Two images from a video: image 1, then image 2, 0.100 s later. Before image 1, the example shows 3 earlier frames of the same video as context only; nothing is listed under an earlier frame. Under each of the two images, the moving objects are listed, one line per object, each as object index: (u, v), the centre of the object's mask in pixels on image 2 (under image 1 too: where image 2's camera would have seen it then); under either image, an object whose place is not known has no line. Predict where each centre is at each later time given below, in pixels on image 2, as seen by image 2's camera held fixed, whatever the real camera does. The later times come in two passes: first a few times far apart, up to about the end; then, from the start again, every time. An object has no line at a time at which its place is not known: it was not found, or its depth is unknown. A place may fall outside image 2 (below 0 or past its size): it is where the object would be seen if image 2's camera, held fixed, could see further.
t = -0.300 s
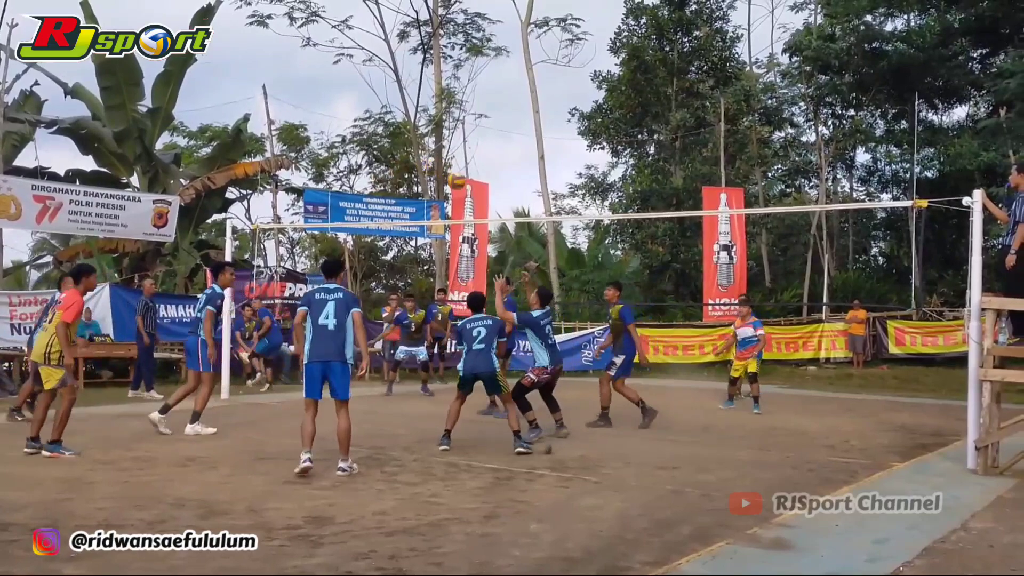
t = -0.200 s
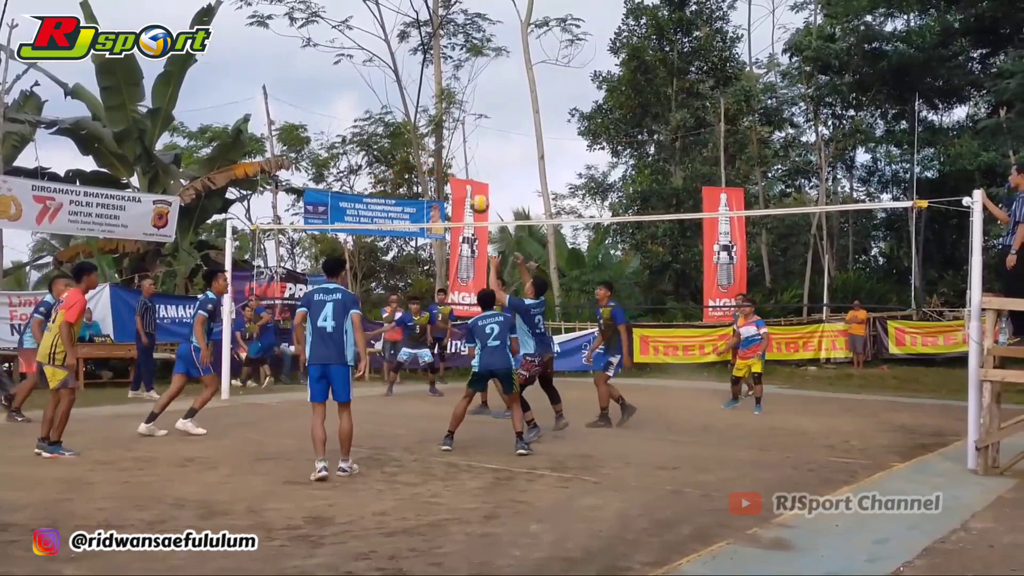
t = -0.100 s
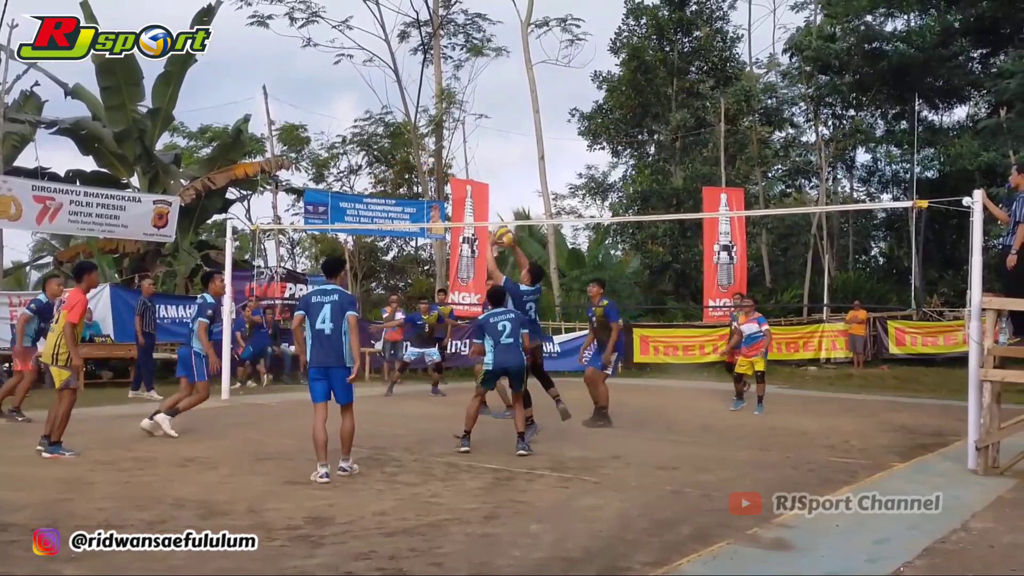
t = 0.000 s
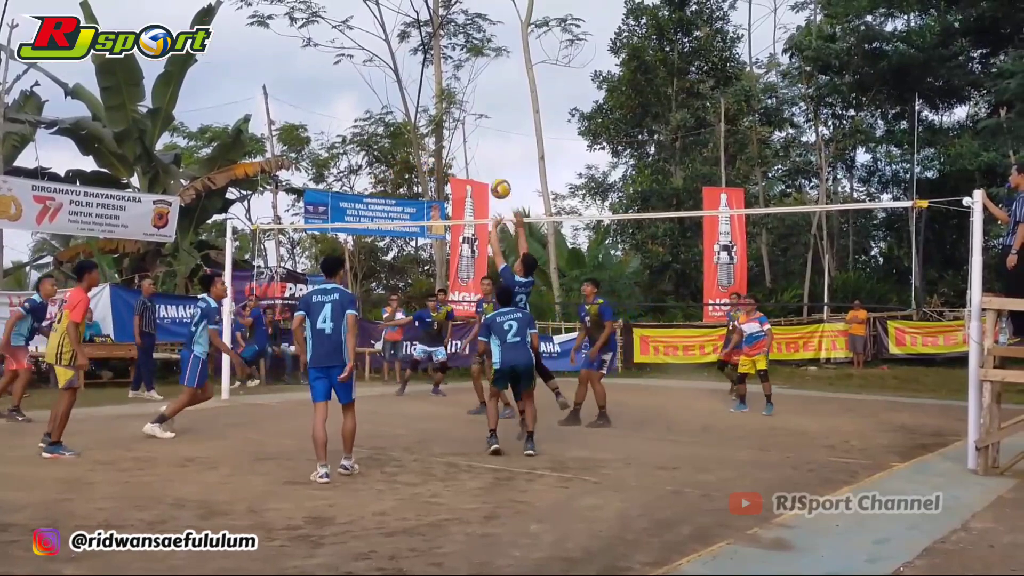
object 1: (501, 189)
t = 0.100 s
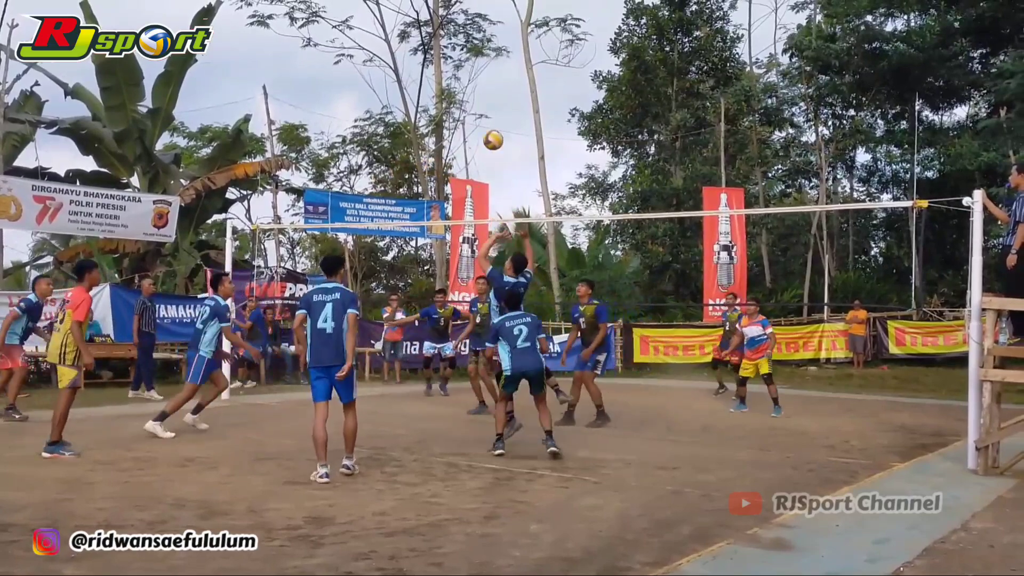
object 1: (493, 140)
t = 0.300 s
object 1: (480, 73)
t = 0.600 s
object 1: (459, 45)
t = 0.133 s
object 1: (492, 126)
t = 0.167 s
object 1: (489, 113)
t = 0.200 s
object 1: (488, 101)
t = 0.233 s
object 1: (485, 91)
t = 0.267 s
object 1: (483, 81)
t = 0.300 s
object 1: (480, 73)
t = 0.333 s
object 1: (477, 65)
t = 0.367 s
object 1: (475, 59)
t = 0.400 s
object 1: (472, 54)
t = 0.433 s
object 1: (471, 50)
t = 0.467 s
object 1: (468, 47)
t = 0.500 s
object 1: (466, 44)
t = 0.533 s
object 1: (464, 44)
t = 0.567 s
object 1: (461, 43)
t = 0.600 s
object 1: (459, 45)
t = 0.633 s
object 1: (457, 46)
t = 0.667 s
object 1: (455, 48)
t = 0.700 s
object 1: (453, 52)
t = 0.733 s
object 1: (449, 58)
